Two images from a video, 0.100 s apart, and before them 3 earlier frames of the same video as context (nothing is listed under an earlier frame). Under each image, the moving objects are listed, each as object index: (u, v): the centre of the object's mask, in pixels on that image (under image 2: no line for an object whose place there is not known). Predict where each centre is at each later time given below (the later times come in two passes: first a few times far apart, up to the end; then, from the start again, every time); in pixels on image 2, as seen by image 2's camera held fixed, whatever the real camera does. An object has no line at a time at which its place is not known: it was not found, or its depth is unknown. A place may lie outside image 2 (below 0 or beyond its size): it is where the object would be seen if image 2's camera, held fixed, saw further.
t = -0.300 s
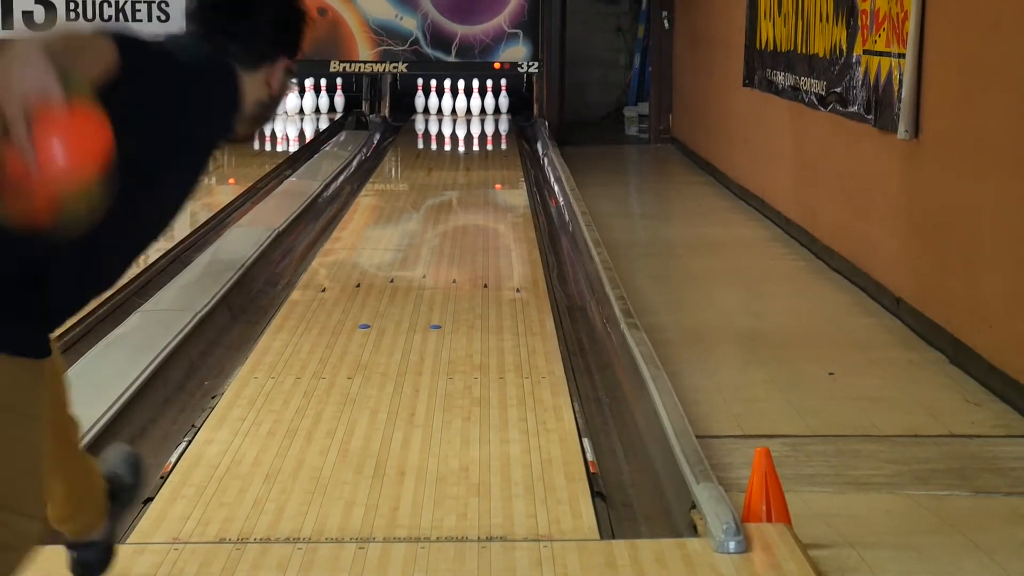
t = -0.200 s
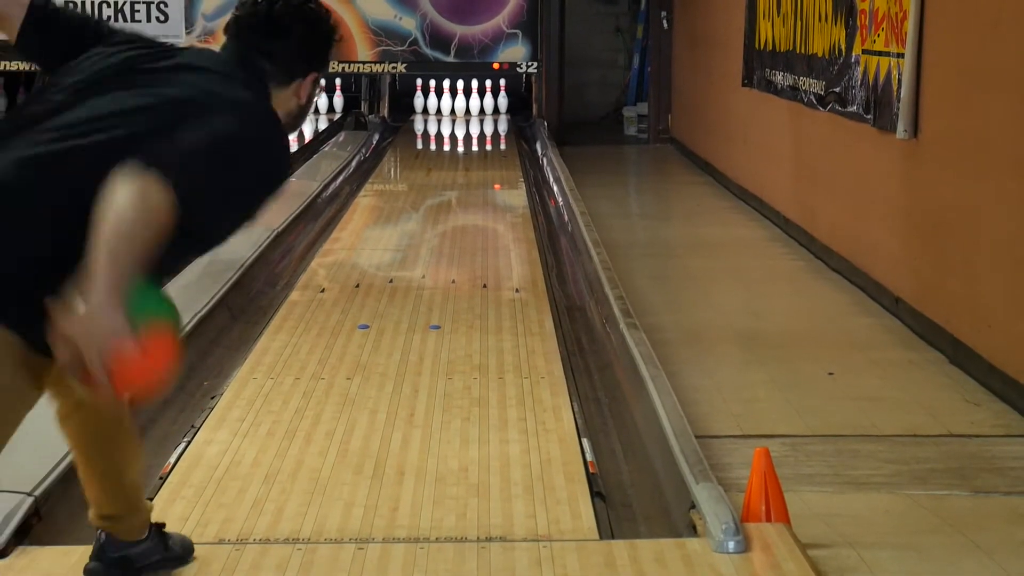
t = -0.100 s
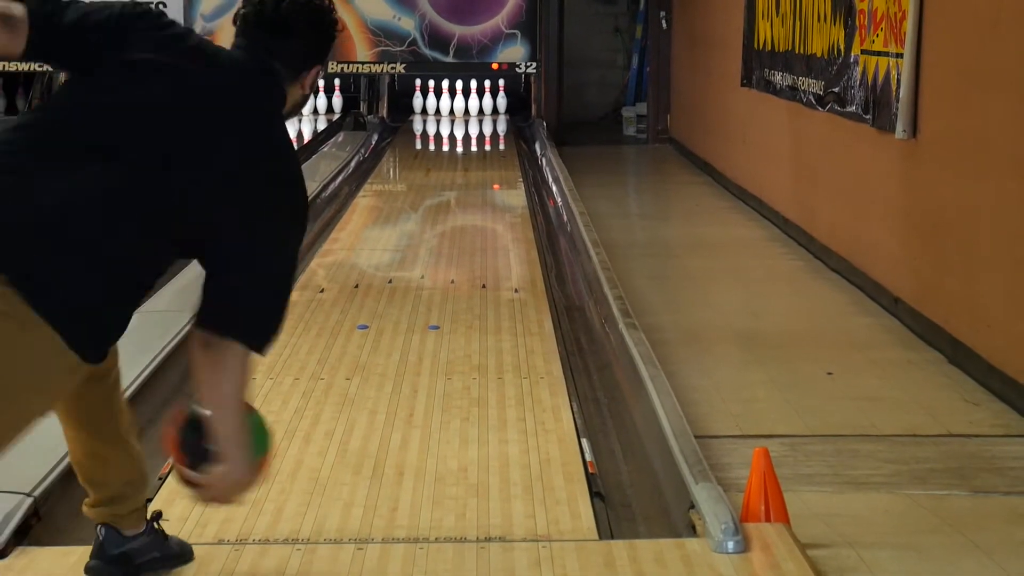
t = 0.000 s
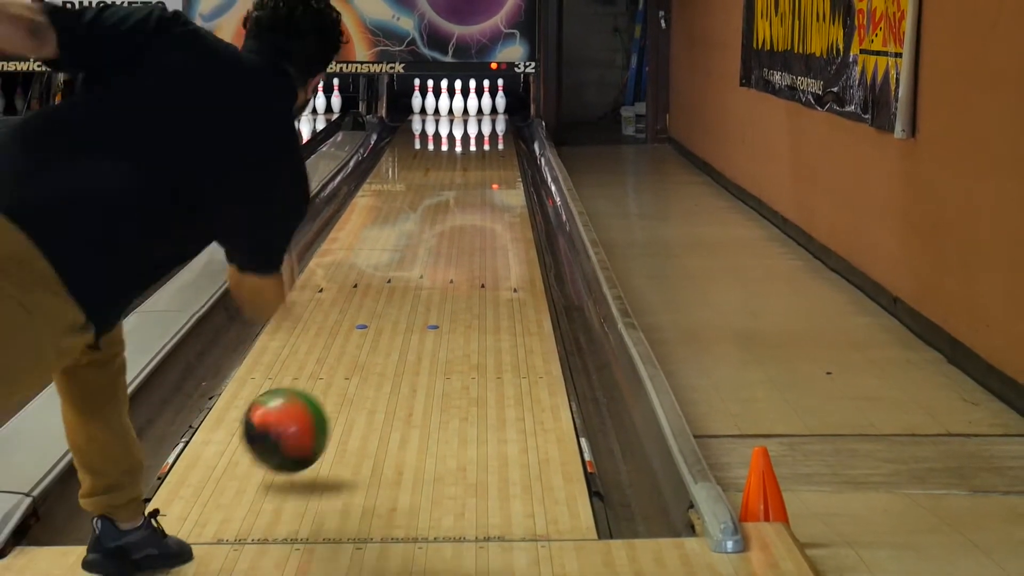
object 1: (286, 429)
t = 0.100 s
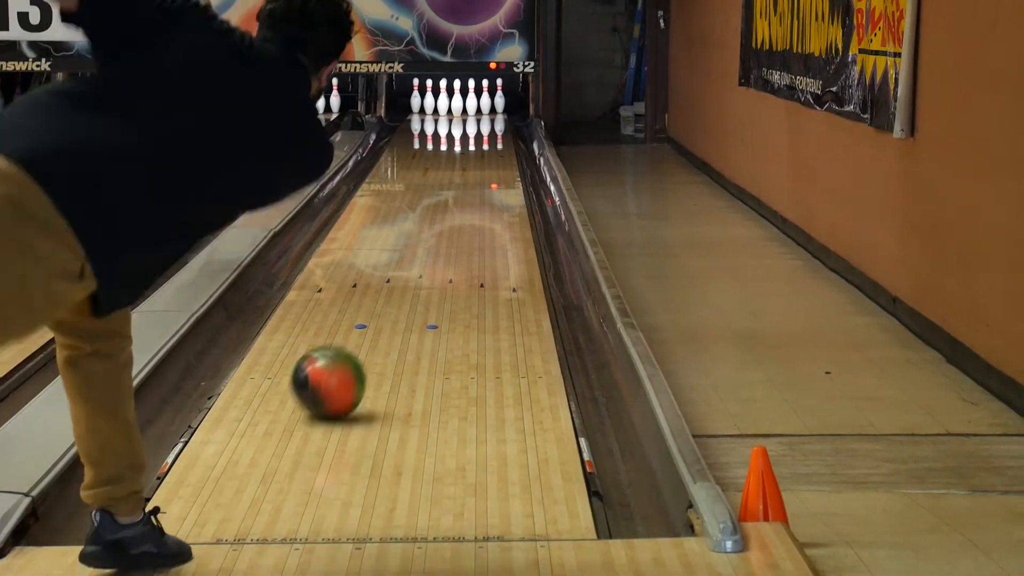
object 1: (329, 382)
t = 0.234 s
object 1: (371, 324)
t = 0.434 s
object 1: (413, 263)
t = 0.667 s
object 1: (444, 217)
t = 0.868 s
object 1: (461, 188)
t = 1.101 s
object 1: (475, 165)
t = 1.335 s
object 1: (483, 146)
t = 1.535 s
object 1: (486, 134)
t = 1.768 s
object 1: (483, 122)
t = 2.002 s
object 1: (471, 111)
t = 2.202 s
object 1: (468, 107)
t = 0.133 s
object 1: (340, 366)
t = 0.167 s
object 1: (352, 350)
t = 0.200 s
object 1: (362, 337)
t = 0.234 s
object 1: (371, 324)
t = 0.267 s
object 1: (379, 312)
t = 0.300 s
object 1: (387, 301)
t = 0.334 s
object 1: (394, 291)
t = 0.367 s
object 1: (401, 280)
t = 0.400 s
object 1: (407, 272)
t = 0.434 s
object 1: (413, 263)
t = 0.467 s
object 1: (418, 255)
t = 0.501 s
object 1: (423, 248)
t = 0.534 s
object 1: (428, 241)
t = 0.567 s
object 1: (432, 234)
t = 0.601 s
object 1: (436, 228)
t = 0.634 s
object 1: (440, 222)
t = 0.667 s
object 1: (444, 217)
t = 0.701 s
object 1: (447, 211)
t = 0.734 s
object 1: (450, 207)
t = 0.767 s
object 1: (453, 202)
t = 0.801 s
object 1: (456, 197)
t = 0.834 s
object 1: (459, 193)
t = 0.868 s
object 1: (461, 188)
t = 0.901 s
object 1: (463, 184)
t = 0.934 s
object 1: (466, 181)
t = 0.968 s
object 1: (468, 177)
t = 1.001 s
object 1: (470, 174)
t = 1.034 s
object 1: (471, 170)
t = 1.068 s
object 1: (473, 167)
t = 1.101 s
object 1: (475, 165)
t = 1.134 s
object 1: (476, 162)
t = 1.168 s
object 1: (477, 159)
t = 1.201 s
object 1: (478, 156)
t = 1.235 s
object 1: (480, 154)
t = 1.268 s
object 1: (481, 150)
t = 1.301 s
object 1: (482, 148)
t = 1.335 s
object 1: (483, 146)
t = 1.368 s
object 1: (484, 143)
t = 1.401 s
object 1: (484, 142)
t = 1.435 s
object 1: (485, 139)
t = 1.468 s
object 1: (485, 137)
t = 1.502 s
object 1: (486, 136)
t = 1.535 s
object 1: (486, 134)
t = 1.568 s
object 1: (486, 132)
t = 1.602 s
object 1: (486, 130)
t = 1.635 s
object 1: (486, 128)
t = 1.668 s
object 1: (485, 126)
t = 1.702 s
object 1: (485, 124)
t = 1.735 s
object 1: (484, 123)
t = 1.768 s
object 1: (483, 122)
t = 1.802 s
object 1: (481, 120)
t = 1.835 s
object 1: (480, 118)
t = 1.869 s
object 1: (479, 117)
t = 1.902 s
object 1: (477, 115)
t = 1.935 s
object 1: (475, 114)
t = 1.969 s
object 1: (473, 113)
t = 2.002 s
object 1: (471, 111)
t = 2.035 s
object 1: (469, 110)
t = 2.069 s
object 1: (467, 110)
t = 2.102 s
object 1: (467, 109)
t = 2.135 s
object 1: (468, 108)
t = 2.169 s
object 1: (468, 107)
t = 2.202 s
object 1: (468, 107)
